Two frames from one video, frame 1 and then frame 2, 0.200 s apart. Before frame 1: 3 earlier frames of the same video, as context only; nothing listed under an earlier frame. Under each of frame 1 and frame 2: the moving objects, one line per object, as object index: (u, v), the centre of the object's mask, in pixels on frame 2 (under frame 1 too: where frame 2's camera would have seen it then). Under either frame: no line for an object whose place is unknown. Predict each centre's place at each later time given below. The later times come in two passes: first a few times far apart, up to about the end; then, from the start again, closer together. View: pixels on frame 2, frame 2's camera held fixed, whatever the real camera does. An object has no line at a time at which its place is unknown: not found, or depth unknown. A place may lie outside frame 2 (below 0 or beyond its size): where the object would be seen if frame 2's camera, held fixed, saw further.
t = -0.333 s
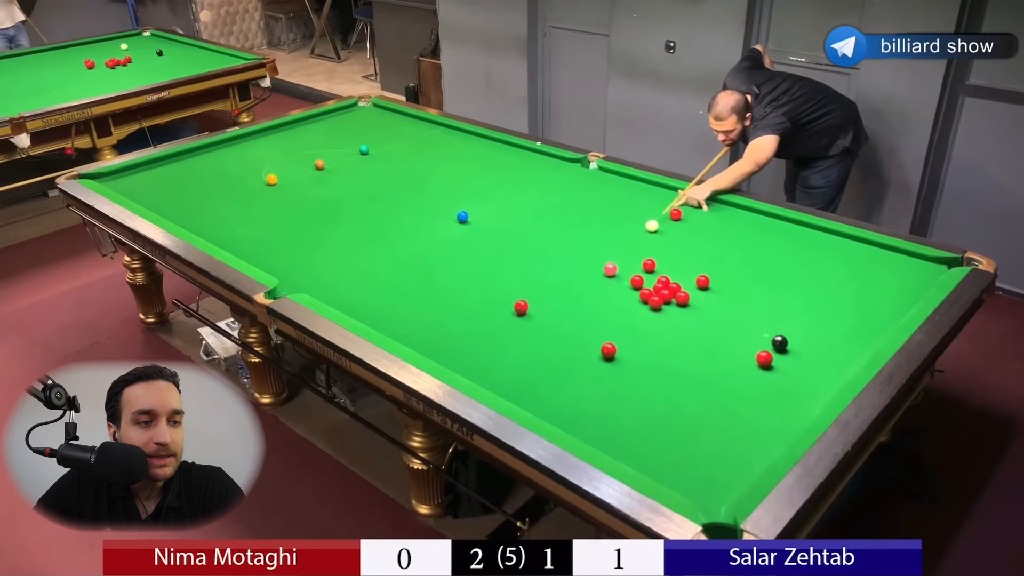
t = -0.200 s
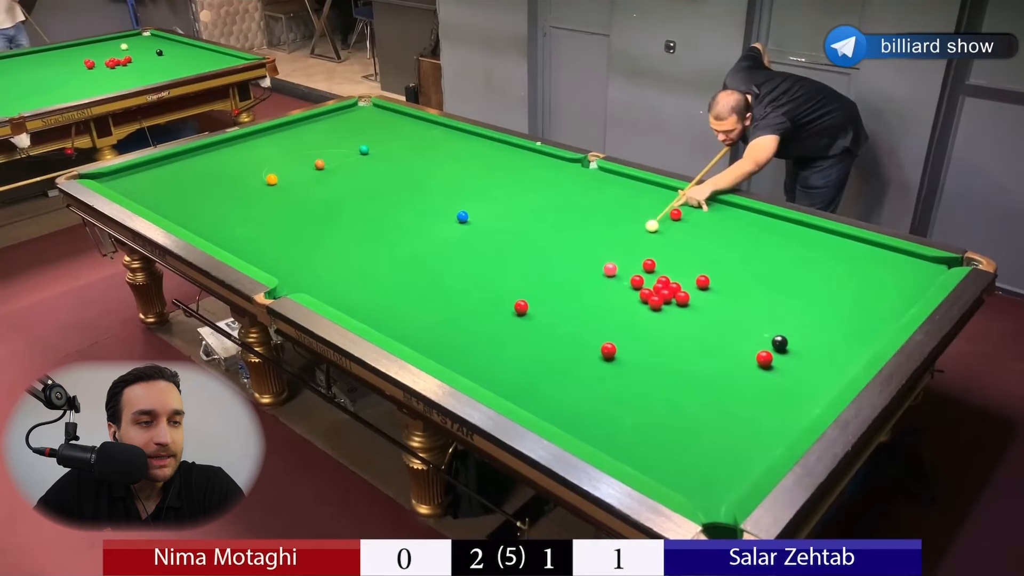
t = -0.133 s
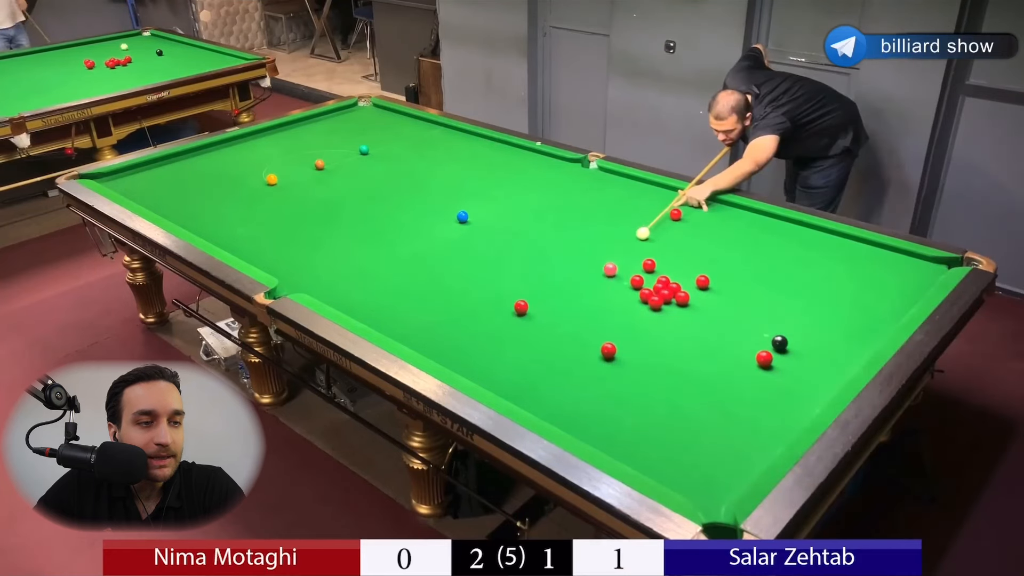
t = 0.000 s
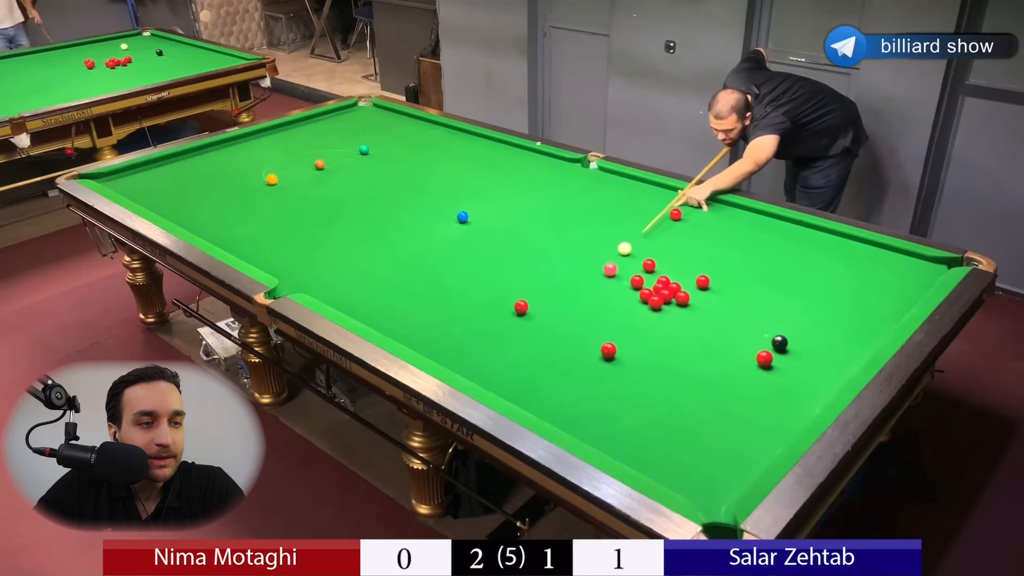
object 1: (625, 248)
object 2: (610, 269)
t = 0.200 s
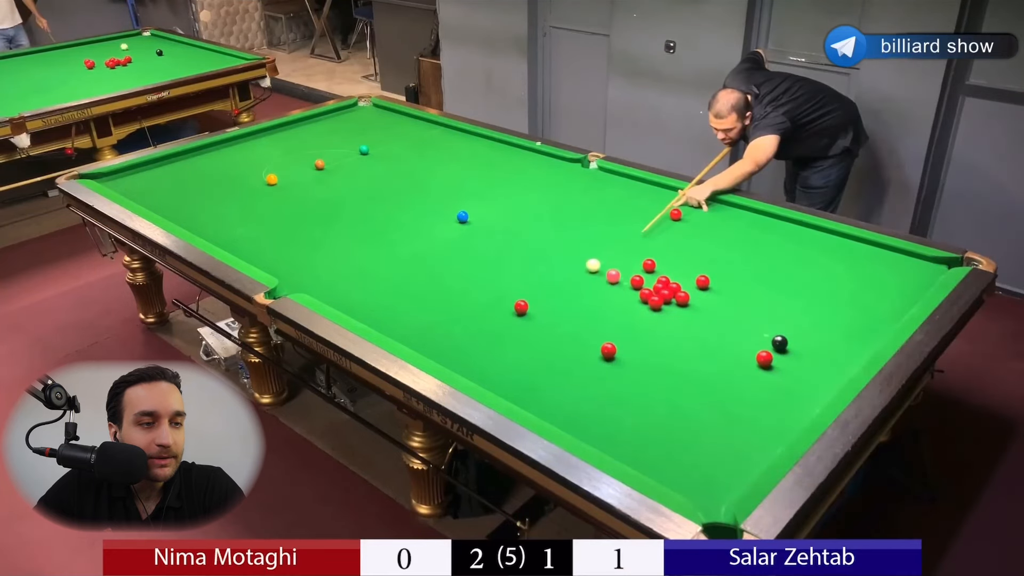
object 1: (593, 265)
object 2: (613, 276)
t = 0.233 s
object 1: (587, 267)
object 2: (614, 279)
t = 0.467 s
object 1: (545, 277)
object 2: (622, 296)
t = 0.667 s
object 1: (509, 285)
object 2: (628, 310)
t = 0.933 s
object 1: (460, 297)
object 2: (637, 331)
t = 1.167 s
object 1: (417, 307)
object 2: (646, 350)
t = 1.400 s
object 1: (374, 318)
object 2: (654, 368)
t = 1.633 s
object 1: (373, 311)
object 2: (663, 388)
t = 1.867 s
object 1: (385, 298)
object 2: (672, 408)
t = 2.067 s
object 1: (395, 288)
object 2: (680, 426)
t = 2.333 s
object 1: (406, 276)
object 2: (690, 449)
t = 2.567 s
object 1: (415, 267)
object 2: (699, 470)
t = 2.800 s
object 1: (424, 258)
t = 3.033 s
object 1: (431, 251)
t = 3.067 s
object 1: (432, 250)
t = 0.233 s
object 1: (587, 267)
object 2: (614, 279)
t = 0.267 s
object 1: (581, 268)
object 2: (615, 281)
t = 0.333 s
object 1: (569, 271)
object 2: (617, 286)
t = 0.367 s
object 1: (563, 272)
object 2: (618, 288)
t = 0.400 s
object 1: (557, 274)
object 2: (619, 291)
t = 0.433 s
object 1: (551, 275)
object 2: (621, 293)
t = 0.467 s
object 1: (545, 277)
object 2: (622, 296)
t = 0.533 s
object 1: (533, 279)
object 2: (624, 301)
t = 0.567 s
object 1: (527, 281)
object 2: (625, 303)
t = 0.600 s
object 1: (521, 282)
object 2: (626, 305)
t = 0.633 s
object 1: (515, 284)
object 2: (627, 308)
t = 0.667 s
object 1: (509, 285)
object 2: (628, 310)
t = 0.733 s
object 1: (497, 288)
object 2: (630, 316)
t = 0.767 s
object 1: (491, 290)
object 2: (632, 318)
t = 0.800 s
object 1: (485, 291)
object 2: (633, 321)
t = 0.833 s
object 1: (479, 293)
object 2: (634, 323)
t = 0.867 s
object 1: (472, 294)
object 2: (635, 326)
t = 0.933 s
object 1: (460, 297)
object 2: (637, 331)
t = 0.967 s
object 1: (454, 299)
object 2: (639, 334)
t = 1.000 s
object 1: (448, 300)
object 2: (640, 336)
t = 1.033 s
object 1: (442, 302)
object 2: (641, 339)
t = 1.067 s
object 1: (436, 303)
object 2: (642, 342)
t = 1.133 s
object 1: (423, 306)
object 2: (645, 347)
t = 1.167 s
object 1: (417, 307)
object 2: (646, 350)
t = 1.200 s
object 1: (411, 309)
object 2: (647, 352)
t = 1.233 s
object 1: (405, 311)
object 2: (648, 355)
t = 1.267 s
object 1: (399, 312)
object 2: (649, 358)
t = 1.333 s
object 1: (387, 315)
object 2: (652, 363)
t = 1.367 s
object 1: (380, 317)
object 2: (653, 366)
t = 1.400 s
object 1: (374, 318)
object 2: (654, 368)
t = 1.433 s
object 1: (368, 319)
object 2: (655, 371)
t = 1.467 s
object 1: (363, 319)
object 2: (657, 374)
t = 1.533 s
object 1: (367, 316)
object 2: (659, 380)
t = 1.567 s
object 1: (369, 315)
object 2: (660, 383)
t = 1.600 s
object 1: (371, 312)
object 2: (662, 385)
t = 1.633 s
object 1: (373, 311)
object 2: (663, 388)
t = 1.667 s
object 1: (374, 309)
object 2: (664, 391)
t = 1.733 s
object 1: (378, 305)
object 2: (667, 397)
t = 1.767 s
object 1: (380, 303)
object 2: (668, 400)
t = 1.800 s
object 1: (382, 301)
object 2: (669, 402)
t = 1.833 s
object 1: (383, 299)
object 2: (671, 405)
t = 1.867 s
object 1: (385, 298)
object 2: (672, 408)
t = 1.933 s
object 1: (388, 294)
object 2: (675, 414)
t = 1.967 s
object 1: (390, 293)
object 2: (676, 417)
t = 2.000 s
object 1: (391, 291)
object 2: (677, 420)
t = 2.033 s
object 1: (393, 289)
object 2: (678, 423)
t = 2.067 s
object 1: (395, 288)
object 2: (680, 426)
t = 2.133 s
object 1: (397, 285)
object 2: (682, 431)
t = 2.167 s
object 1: (399, 283)
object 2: (684, 434)
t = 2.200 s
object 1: (400, 282)
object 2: (685, 437)
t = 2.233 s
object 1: (402, 280)
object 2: (686, 440)
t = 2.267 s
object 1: (403, 279)
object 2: (687, 443)
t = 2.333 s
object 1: (406, 276)
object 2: (690, 449)
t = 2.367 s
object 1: (407, 275)
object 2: (691, 452)
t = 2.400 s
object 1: (409, 273)
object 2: (693, 455)
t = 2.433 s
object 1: (410, 272)
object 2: (694, 458)
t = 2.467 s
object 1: (411, 271)
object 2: (695, 461)
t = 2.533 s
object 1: (414, 268)
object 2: (698, 467)
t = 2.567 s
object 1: (415, 267)
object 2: (699, 470)
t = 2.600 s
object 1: (416, 266)
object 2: (700, 473)
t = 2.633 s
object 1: (418, 264)
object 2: (701, 476)
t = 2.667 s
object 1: (419, 263)
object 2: (703, 479)
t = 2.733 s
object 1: (421, 261)
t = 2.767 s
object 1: (422, 260)
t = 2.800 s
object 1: (424, 258)
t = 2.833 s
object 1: (425, 257)
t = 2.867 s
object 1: (426, 256)
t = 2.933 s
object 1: (428, 254)
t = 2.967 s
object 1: (429, 253)
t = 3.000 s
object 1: (430, 252)
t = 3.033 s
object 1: (431, 251)
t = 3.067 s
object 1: (432, 250)
